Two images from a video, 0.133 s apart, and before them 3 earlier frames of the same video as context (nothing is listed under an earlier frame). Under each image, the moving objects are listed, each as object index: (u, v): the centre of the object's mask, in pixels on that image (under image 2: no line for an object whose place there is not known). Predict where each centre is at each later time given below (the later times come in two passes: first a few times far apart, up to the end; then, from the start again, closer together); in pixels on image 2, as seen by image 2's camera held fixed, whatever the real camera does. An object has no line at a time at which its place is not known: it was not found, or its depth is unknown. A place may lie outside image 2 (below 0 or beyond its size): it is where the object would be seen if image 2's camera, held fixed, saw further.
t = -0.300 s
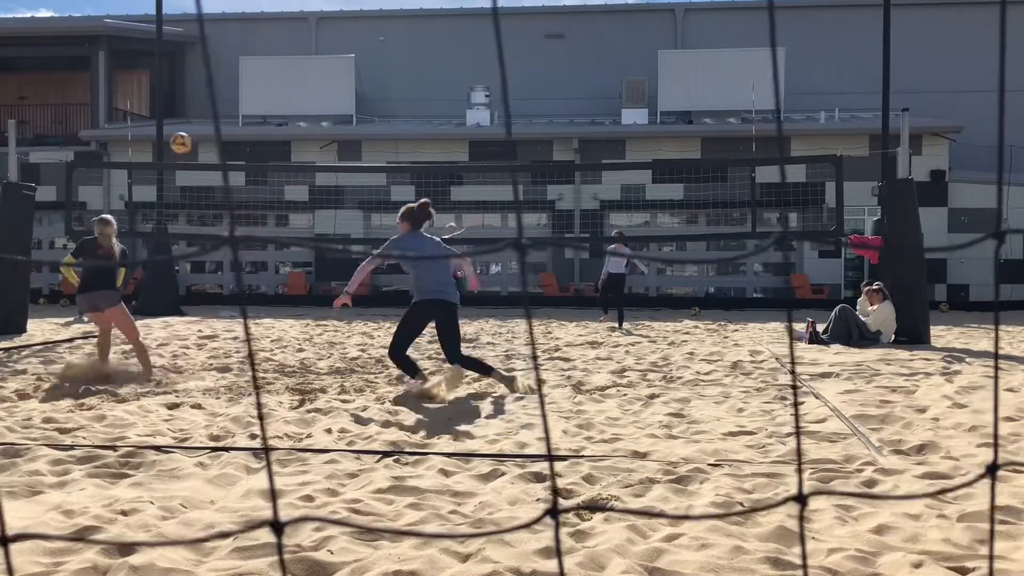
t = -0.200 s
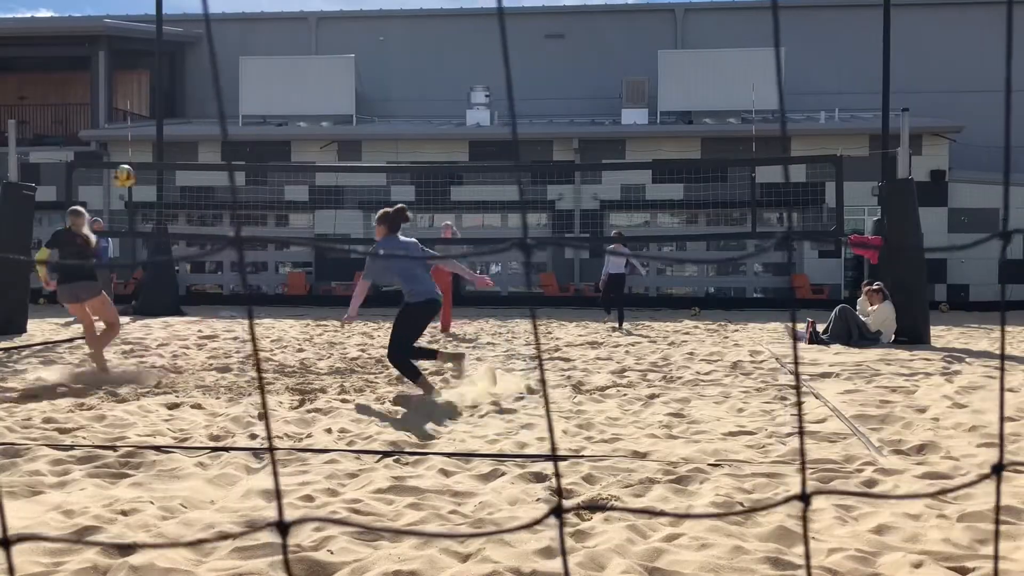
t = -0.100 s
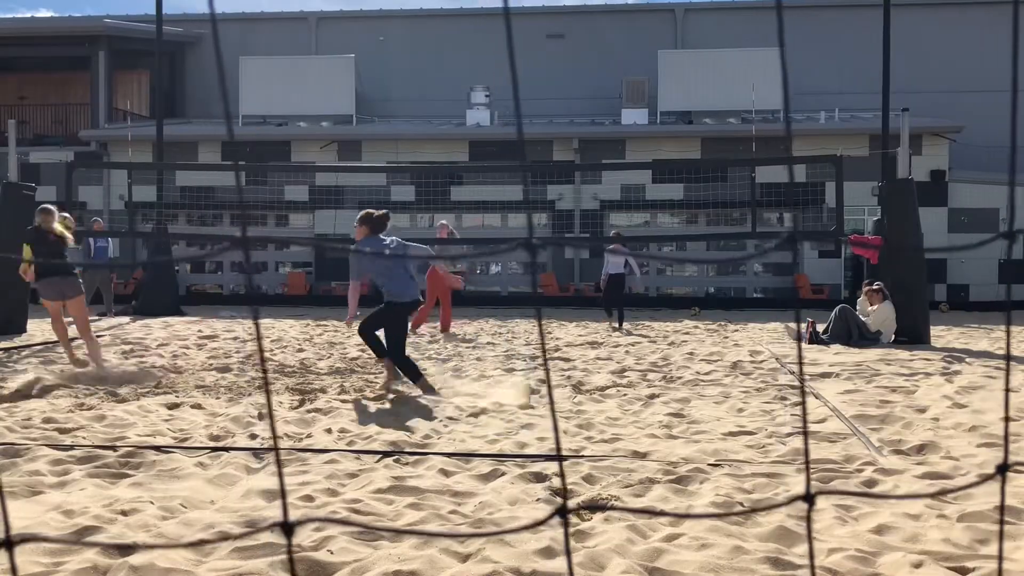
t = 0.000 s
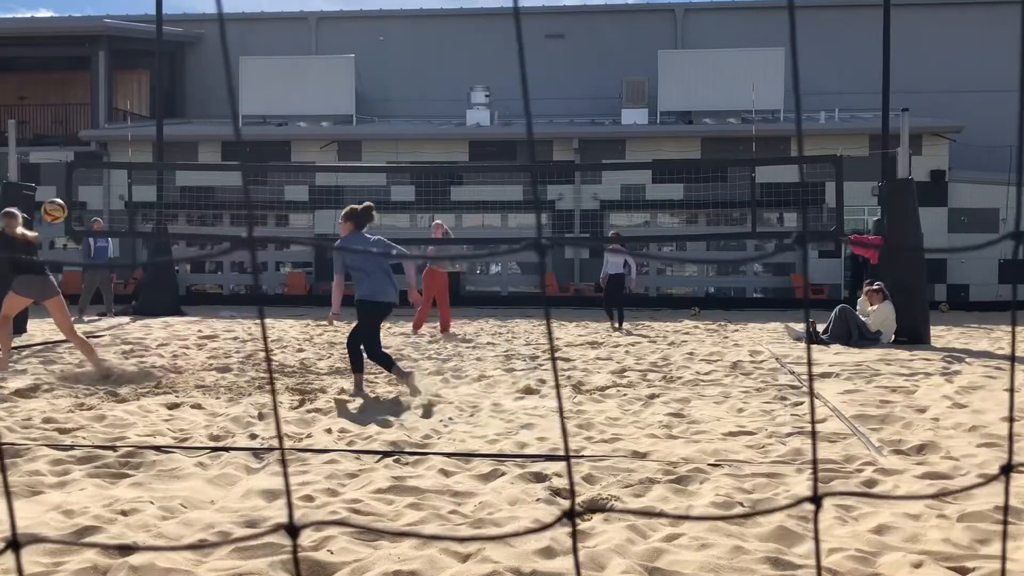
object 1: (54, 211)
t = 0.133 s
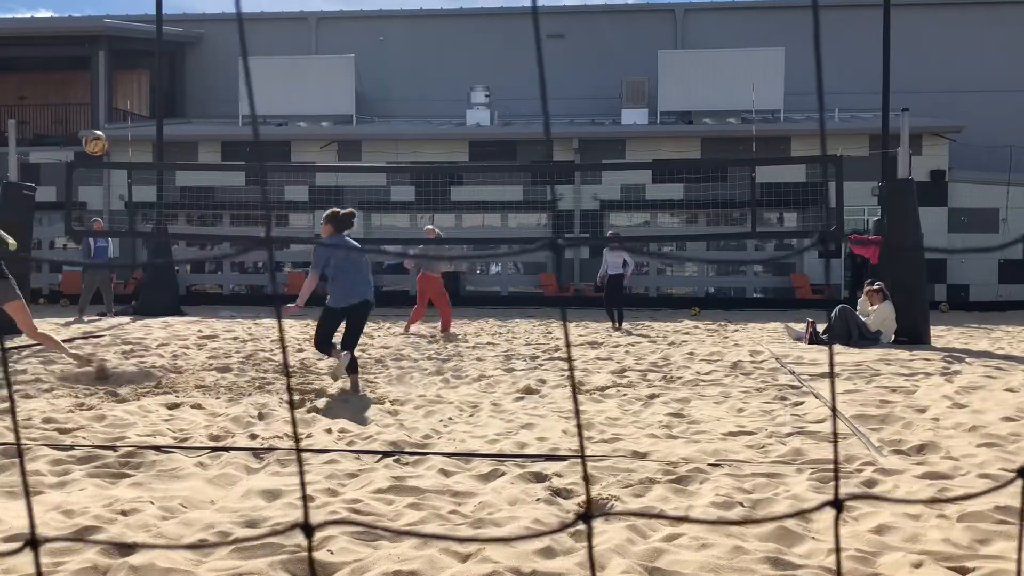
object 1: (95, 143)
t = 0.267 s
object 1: (135, 95)
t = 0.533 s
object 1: (210, 62)
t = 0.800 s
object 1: (282, 98)
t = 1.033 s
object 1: (340, 182)
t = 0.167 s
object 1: (105, 130)
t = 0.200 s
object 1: (115, 117)
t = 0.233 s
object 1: (125, 106)
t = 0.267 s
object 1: (135, 95)
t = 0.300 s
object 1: (145, 88)
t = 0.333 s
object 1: (155, 81)
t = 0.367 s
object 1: (163, 75)
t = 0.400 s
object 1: (173, 70)
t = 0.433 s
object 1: (183, 67)
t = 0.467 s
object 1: (192, 64)
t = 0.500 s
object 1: (201, 63)
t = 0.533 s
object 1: (210, 62)
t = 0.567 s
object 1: (220, 63)
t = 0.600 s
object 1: (228, 65)
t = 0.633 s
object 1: (238, 68)
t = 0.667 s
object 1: (246, 73)
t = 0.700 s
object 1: (252, 76)
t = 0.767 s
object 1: (273, 90)
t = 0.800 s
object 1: (282, 98)
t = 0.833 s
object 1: (290, 108)
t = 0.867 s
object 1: (298, 118)
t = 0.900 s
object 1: (307, 129)
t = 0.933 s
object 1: (315, 140)
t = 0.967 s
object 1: (324, 154)
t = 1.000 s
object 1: (332, 167)
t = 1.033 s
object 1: (340, 182)
